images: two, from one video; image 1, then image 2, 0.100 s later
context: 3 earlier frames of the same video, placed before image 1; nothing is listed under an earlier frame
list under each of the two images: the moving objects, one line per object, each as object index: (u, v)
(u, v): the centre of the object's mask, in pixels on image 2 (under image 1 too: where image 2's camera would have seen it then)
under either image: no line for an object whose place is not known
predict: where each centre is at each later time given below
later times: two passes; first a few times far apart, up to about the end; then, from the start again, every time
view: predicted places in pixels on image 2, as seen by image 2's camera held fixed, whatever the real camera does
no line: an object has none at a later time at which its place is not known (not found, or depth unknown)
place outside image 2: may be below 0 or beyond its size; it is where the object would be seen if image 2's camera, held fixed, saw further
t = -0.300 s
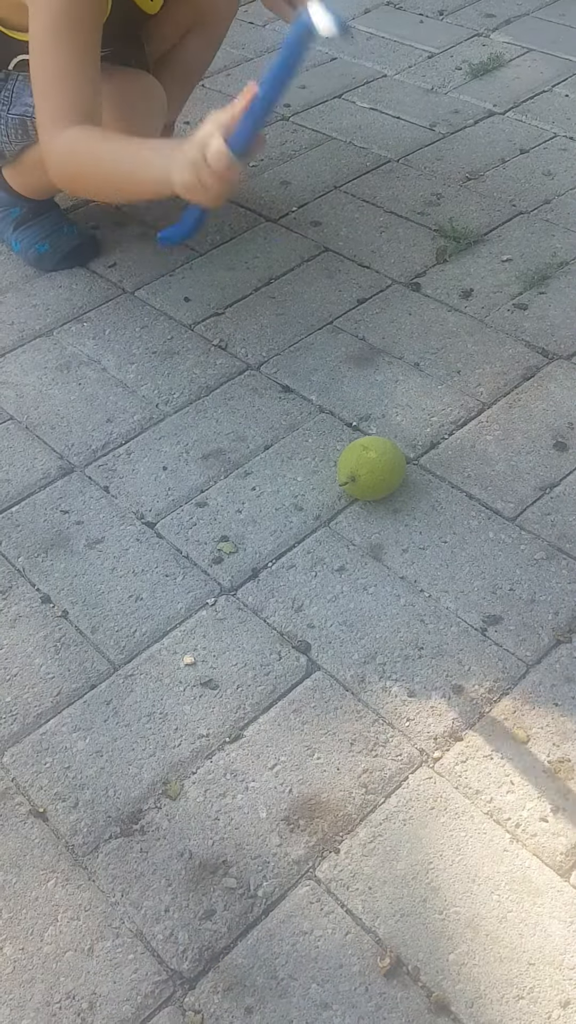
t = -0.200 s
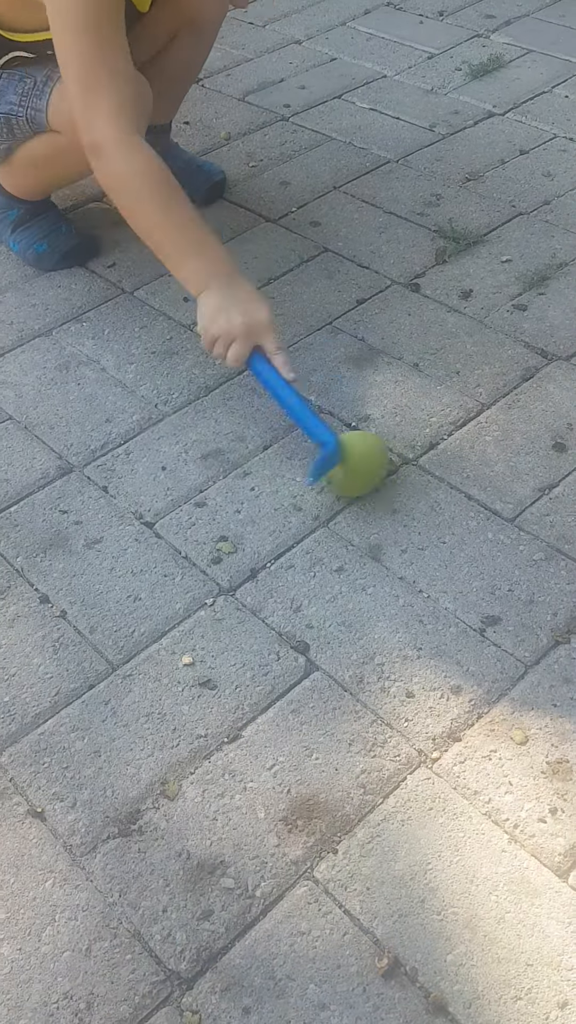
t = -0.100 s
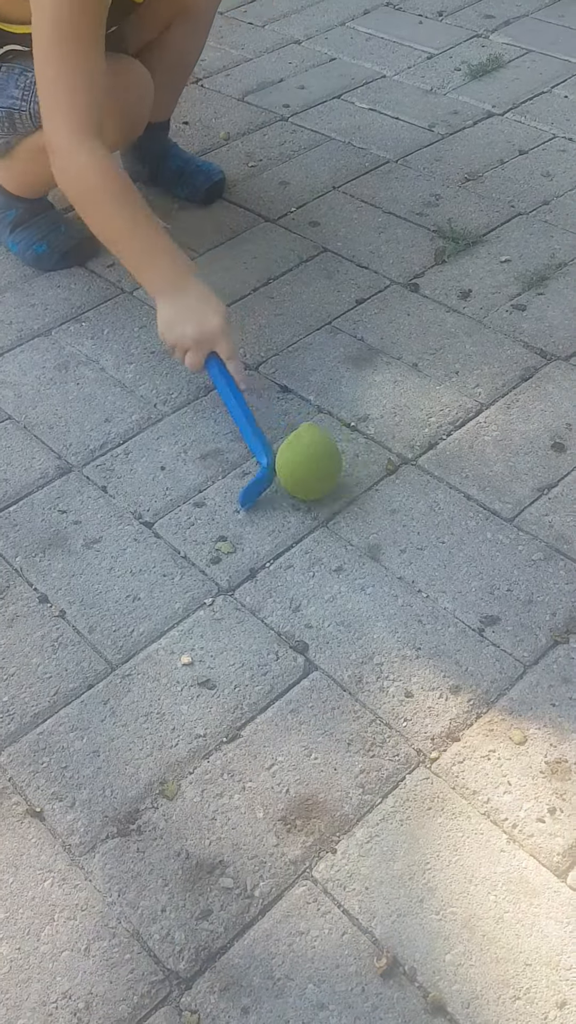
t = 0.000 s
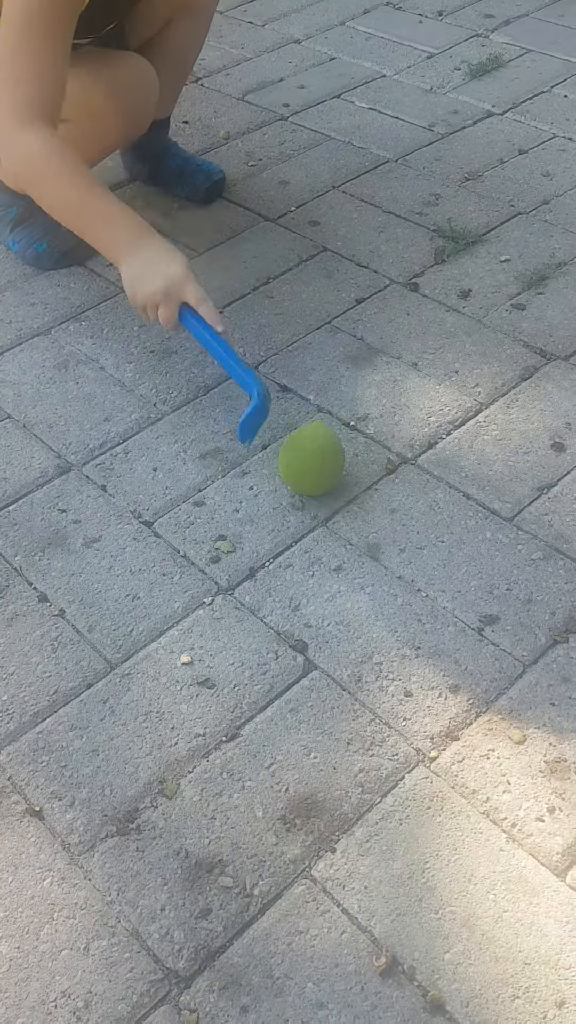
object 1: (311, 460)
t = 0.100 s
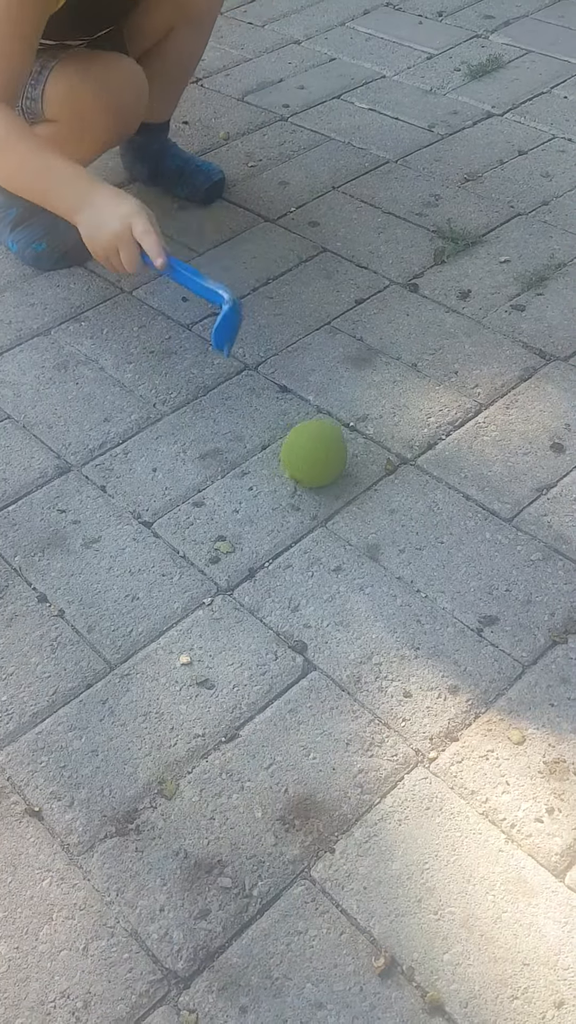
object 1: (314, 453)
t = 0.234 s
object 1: (315, 440)
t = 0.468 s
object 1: (303, 435)
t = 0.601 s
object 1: (295, 443)
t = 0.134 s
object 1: (315, 450)
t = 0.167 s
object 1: (314, 447)
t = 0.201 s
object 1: (314, 443)
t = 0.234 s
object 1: (315, 440)
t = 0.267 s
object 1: (315, 436)
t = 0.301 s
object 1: (315, 432)
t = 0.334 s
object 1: (314, 431)
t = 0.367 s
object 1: (312, 430)
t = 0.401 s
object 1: (310, 431)
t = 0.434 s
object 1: (306, 433)
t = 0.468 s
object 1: (303, 435)
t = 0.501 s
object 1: (299, 437)
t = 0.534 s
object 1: (297, 439)
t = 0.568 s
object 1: (296, 441)
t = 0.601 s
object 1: (295, 443)
